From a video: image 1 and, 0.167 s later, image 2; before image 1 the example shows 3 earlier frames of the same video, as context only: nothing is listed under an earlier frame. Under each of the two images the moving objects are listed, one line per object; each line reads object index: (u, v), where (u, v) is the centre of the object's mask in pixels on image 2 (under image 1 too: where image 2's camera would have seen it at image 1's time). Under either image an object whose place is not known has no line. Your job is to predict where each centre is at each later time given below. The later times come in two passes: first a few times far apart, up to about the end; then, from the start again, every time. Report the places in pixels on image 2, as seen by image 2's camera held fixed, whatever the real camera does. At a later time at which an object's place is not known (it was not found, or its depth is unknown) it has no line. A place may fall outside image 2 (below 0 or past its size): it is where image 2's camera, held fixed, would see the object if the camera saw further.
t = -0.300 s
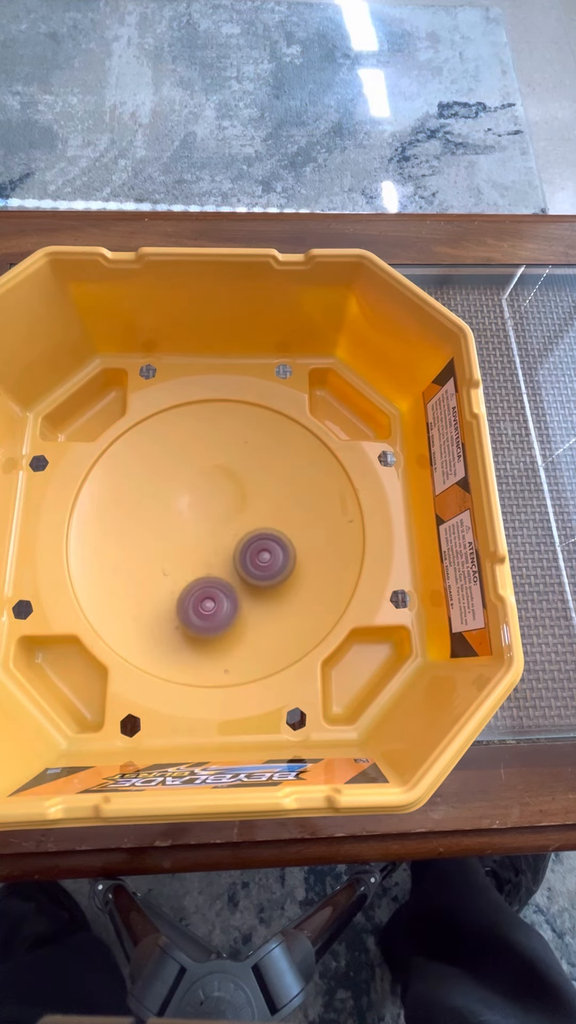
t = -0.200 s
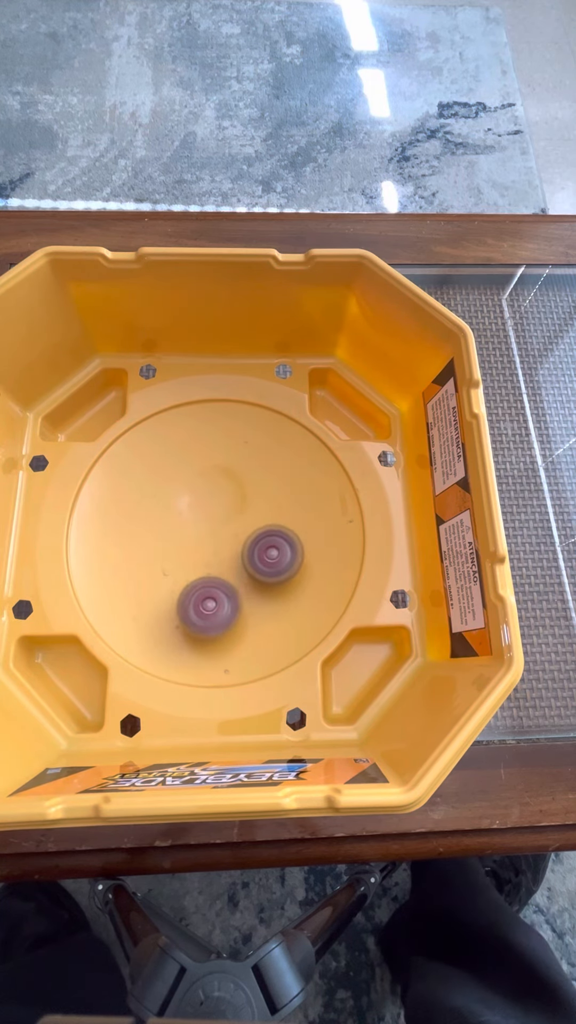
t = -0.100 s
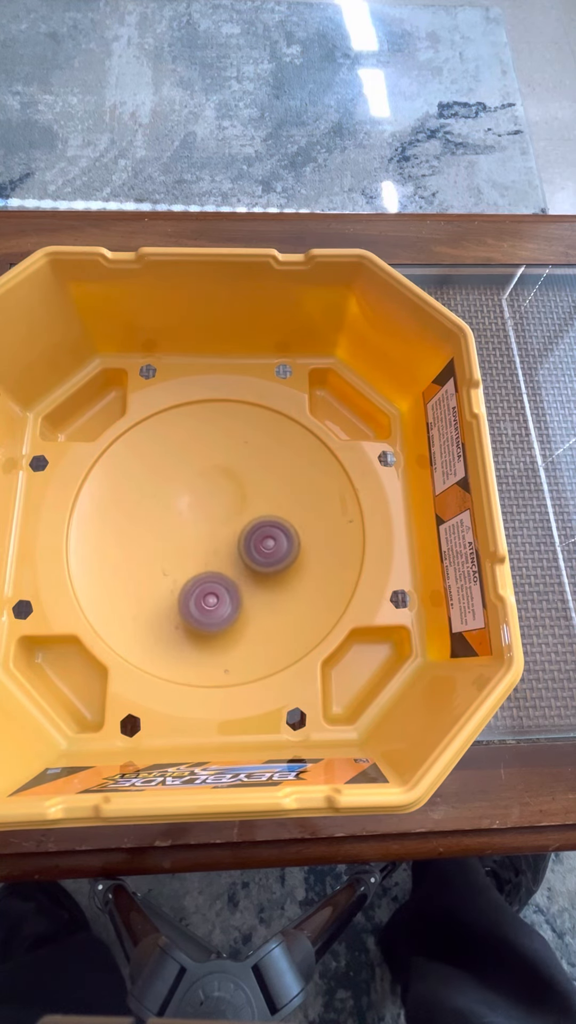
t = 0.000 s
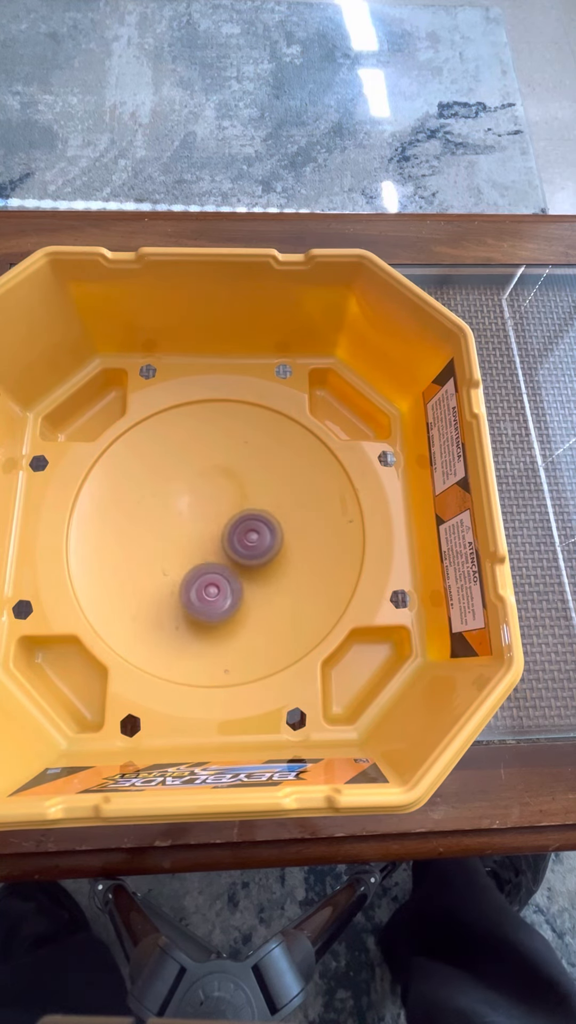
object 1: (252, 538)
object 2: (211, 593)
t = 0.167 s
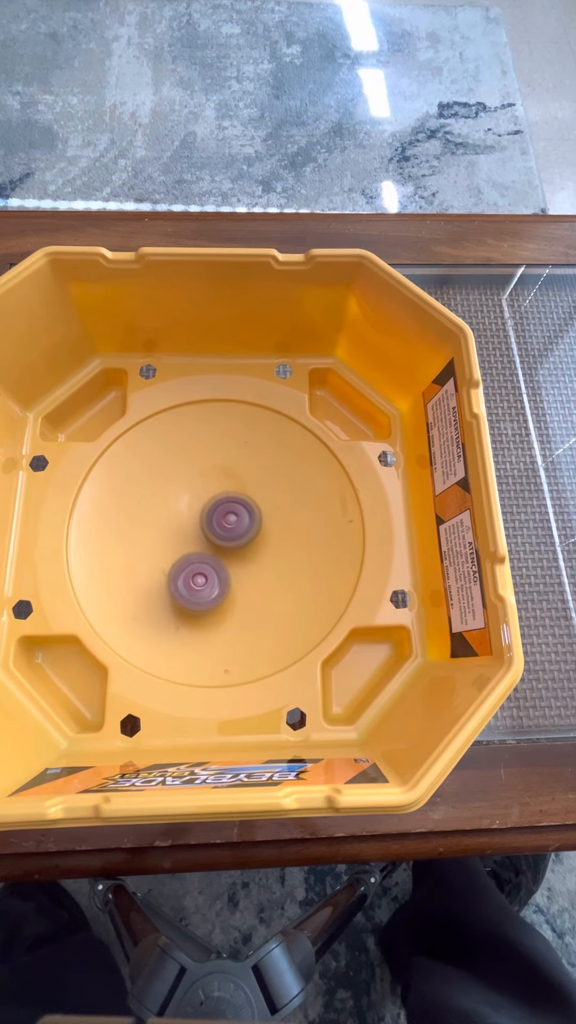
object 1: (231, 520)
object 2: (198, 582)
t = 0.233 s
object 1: (219, 516)
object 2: (197, 578)
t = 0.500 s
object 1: (182, 491)
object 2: (195, 568)
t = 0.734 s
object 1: (164, 498)
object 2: (208, 552)
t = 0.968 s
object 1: (184, 499)
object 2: (248, 554)
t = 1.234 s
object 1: (207, 495)
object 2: (287, 554)
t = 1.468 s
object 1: (232, 499)
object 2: (288, 551)
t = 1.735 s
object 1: (237, 492)
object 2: (270, 560)
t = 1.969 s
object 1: (216, 490)
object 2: (240, 565)
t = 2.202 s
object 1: (194, 494)
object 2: (195, 561)
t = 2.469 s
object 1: (196, 472)
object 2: (160, 572)
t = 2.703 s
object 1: (210, 462)
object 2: (163, 569)
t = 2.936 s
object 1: (229, 481)
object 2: (198, 540)
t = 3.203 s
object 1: (275, 494)
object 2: (185, 573)
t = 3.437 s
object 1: (278, 529)
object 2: (187, 575)
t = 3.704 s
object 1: (284, 584)
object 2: (164, 535)
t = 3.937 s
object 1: (282, 602)
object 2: (147, 490)
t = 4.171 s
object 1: (247, 587)
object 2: (181, 473)
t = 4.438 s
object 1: (170, 533)
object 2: (235, 513)
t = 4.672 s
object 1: (131, 500)
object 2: (240, 567)
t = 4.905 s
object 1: (140, 486)
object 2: (209, 604)
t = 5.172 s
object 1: (200, 499)
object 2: (181, 571)
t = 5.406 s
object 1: (277, 518)
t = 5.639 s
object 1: (308, 533)
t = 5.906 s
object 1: (300, 592)
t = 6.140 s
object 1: (243, 616)
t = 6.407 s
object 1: (157, 585)
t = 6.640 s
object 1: (110, 527)
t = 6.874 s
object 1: (116, 483)
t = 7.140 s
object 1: (190, 476)
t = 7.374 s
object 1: (254, 514)
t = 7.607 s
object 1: (281, 578)
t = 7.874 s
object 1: (252, 630)
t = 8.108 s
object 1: (188, 623)
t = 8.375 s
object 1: (162, 569)
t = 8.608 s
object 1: (197, 522)
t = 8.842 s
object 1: (244, 498)
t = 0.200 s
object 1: (224, 519)
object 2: (198, 579)
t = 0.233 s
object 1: (219, 516)
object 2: (197, 578)
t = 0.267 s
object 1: (215, 511)
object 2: (195, 577)
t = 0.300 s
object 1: (210, 508)
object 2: (195, 574)
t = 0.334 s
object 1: (205, 507)
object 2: (195, 572)
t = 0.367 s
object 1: (199, 506)
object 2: (195, 570)
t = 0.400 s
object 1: (194, 500)
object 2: (194, 572)
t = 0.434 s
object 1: (190, 496)
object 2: (194, 571)
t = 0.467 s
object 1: (186, 493)
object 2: (194, 570)
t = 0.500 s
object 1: (182, 491)
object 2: (195, 568)
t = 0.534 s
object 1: (177, 489)
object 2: (197, 567)
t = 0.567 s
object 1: (173, 489)
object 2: (198, 565)
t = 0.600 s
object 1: (170, 489)
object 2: (199, 563)
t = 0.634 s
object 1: (167, 489)
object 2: (202, 559)
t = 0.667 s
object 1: (164, 491)
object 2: (204, 557)
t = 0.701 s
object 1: (163, 494)
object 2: (206, 554)
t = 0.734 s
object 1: (164, 498)
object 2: (208, 552)
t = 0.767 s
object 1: (166, 503)
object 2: (211, 549)
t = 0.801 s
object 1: (168, 506)
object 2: (213, 547)
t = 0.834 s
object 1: (170, 505)
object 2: (218, 548)
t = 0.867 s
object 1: (174, 506)
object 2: (222, 548)
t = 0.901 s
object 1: (179, 505)
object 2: (228, 550)
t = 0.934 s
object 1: (181, 501)
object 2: (238, 553)
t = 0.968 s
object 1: (184, 499)
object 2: (248, 554)
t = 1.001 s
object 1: (186, 498)
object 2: (258, 554)
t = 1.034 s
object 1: (188, 497)
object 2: (266, 554)
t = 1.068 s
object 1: (191, 496)
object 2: (272, 555)
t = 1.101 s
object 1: (194, 495)
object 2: (277, 554)
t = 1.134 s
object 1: (197, 495)
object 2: (280, 554)
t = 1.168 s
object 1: (200, 495)
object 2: (283, 554)
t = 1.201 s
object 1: (204, 495)
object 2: (285, 554)
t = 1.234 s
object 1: (207, 495)
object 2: (287, 554)
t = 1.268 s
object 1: (210, 495)
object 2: (289, 553)
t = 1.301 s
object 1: (214, 495)
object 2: (290, 553)
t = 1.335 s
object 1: (218, 496)
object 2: (290, 553)
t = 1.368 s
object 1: (221, 497)
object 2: (290, 553)
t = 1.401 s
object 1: (225, 498)
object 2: (290, 552)
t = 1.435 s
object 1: (228, 498)
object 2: (289, 552)
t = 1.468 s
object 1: (232, 499)
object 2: (288, 551)
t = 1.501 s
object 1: (235, 500)
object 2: (286, 551)
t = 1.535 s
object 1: (238, 501)
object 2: (283, 550)
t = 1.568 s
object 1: (241, 502)
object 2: (281, 549)
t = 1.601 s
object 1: (241, 498)
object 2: (281, 555)
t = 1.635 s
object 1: (242, 495)
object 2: (279, 560)
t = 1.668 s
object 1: (241, 493)
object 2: (275, 560)
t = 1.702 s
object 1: (240, 492)
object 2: (273, 560)
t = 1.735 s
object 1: (237, 492)
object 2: (270, 560)
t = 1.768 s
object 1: (235, 493)
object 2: (268, 559)
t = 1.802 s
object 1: (232, 496)
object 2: (265, 559)
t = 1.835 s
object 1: (230, 499)
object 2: (260, 557)
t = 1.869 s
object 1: (228, 501)
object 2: (254, 556)
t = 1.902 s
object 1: (224, 495)
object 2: (250, 563)
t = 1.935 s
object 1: (220, 491)
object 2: (245, 564)
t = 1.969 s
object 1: (216, 490)
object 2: (240, 565)
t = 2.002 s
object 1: (212, 489)
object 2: (234, 565)
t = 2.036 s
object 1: (208, 489)
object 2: (228, 564)
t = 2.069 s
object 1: (204, 491)
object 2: (221, 562)
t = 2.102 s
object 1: (201, 492)
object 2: (214, 561)
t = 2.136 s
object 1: (197, 496)
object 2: (208, 559)
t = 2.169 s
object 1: (195, 497)
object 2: (201, 558)
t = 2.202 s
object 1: (194, 494)
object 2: (195, 561)
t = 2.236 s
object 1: (192, 492)
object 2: (191, 560)
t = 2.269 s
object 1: (189, 491)
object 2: (186, 559)
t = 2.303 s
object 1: (187, 491)
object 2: (181, 558)
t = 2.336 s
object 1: (185, 493)
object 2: (178, 556)
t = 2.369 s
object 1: (185, 493)
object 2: (176, 554)
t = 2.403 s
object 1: (191, 483)
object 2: (168, 566)
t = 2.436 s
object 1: (194, 477)
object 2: (163, 571)
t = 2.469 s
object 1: (196, 472)
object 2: (160, 572)
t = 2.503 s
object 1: (197, 469)
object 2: (160, 571)
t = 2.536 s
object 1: (199, 467)
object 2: (159, 573)
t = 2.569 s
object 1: (201, 465)
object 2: (159, 572)
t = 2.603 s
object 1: (203, 463)
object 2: (159, 571)
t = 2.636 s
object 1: (205, 463)
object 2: (160, 570)
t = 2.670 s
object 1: (207, 462)
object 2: (160, 569)
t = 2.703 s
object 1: (210, 462)
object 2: (163, 569)
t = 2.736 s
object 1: (213, 463)
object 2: (165, 566)
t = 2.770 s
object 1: (215, 465)
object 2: (168, 563)
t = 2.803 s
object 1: (218, 467)
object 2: (173, 560)
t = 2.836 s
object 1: (221, 470)
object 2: (178, 556)
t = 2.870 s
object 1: (223, 473)
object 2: (185, 551)
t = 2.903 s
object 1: (226, 476)
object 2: (191, 546)
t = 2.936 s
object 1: (229, 481)
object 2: (198, 540)
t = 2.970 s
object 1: (233, 484)
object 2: (203, 536)
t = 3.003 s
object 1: (243, 480)
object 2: (196, 544)
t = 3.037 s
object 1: (254, 479)
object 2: (191, 551)
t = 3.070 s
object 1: (260, 481)
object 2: (189, 556)
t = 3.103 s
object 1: (265, 484)
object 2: (188, 563)
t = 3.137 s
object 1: (269, 487)
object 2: (187, 568)
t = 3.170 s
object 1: (272, 490)
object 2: (185, 571)
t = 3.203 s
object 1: (275, 494)
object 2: (185, 573)
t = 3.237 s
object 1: (277, 498)
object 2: (185, 574)
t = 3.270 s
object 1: (278, 503)
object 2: (185, 575)
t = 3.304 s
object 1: (279, 508)
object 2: (184, 576)
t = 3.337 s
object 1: (279, 513)
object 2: (185, 576)
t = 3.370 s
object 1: (279, 518)
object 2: (185, 575)
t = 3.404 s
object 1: (279, 523)
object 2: (185, 576)
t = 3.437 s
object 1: (278, 529)
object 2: (187, 575)
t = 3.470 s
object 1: (276, 535)
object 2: (188, 573)
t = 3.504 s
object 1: (273, 541)
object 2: (189, 572)
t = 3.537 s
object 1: (270, 547)
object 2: (191, 570)
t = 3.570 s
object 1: (267, 553)
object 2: (193, 567)
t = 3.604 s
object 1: (262, 559)
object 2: (197, 564)
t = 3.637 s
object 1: (270, 569)
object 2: (185, 553)
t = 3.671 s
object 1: (280, 578)
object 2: (171, 542)
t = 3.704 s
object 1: (284, 584)
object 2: (164, 535)
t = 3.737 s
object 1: (285, 589)
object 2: (160, 529)
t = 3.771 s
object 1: (286, 592)
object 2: (154, 522)
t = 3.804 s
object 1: (287, 595)
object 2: (150, 513)
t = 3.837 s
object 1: (287, 598)
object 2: (149, 509)
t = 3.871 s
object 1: (286, 600)
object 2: (146, 502)
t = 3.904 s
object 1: (284, 602)
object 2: (146, 496)
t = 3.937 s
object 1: (282, 602)
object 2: (147, 490)
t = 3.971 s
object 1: (278, 602)
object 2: (149, 485)
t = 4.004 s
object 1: (274, 602)
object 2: (153, 481)
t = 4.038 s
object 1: (270, 600)
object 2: (156, 478)
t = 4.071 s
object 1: (265, 598)
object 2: (162, 476)
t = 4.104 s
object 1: (260, 595)
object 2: (167, 473)
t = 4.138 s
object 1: (254, 591)
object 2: (174, 473)
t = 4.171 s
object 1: (247, 587)
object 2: (181, 473)
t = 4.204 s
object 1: (239, 581)
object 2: (190, 476)
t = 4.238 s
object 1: (231, 575)
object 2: (197, 477)
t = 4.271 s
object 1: (220, 568)
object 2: (206, 482)
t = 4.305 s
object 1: (210, 561)
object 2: (213, 487)
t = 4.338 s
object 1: (200, 554)
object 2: (219, 492)
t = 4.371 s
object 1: (190, 547)
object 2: (225, 497)
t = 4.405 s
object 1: (180, 540)
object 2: (231, 505)
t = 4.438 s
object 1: (170, 533)
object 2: (235, 513)
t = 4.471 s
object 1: (161, 527)
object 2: (238, 520)
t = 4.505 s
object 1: (152, 521)
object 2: (241, 527)
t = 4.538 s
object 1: (146, 517)
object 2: (243, 536)
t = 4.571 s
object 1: (140, 512)
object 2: (244, 543)
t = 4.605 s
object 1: (135, 507)
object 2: (243, 552)
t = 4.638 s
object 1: (132, 503)
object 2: (242, 559)
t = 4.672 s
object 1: (131, 500)
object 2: (240, 567)
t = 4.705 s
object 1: (130, 497)
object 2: (237, 576)
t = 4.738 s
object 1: (129, 494)
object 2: (233, 583)
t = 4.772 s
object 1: (129, 491)
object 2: (229, 590)
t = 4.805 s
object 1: (130, 490)
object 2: (224, 595)
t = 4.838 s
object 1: (133, 488)
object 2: (219, 599)
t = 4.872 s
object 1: (136, 487)
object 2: (214, 602)
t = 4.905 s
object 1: (140, 486)
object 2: (209, 604)
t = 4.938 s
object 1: (144, 486)
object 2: (203, 604)
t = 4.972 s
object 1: (149, 486)
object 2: (199, 604)
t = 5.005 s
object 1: (154, 488)
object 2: (193, 600)
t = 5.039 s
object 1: (162, 490)
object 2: (190, 598)
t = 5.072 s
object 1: (171, 491)
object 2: (186, 592)
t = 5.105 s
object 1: (179, 493)
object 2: (184, 587)
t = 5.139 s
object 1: (189, 496)
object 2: (181, 578)
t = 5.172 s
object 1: (200, 499)
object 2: (181, 571)
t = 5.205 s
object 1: (211, 501)
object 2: (181, 563)
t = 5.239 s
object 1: (221, 505)
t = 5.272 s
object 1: (234, 508)
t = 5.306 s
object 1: (246, 511)
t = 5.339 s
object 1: (256, 513)
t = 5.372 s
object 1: (267, 516)
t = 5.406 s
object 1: (277, 518)
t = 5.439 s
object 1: (284, 520)
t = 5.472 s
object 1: (291, 523)
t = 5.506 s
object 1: (298, 525)
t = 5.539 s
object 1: (302, 527)
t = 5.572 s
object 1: (304, 529)
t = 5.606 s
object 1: (306, 531)
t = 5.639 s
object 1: (308, 533)
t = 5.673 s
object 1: (308, 536)
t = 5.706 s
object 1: (309, 540)
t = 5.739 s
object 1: (308, 546)
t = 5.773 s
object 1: (308, 558)
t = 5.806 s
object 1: (308, 566)
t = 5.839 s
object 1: (306, 576)
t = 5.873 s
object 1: (303, 584)
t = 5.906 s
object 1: (300, 592)
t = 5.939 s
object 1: (294, 597)
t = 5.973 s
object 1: (289, 603)
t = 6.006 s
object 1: (282, 607)
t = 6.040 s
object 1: (274, 611)
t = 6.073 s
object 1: (264, 613)
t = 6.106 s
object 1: (254, 615)
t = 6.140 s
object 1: (243, 616)
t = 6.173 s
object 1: (232, 616)
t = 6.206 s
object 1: (220, 614)
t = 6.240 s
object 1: (209, 612)
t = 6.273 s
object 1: (197, 608)
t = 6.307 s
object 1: (187, 604)
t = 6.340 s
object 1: (176, 598)
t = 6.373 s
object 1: (167, 592)
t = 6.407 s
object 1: (157, 585)
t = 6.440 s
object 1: (150, 578)
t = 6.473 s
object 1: (142, 569)
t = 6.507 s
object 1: (136, 559)
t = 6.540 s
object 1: (130, 550)
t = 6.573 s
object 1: (124, 542)
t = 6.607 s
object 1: (116, 535)
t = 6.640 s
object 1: (110, 527)
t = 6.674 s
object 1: (107, 518)
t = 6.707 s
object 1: (105, 510)
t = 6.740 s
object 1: (103, 503)
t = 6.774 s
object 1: (106, 497)
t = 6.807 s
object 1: (107, 492)
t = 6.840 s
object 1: (110, 487)
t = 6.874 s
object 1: (116, 483)
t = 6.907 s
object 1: (122, 480)
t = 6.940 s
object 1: (130, 476)
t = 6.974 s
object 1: (139, 474)
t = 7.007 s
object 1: (149, 473)
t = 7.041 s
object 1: (159, 473)
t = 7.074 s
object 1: (170, 473)
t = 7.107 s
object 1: (181, 474)
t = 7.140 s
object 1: (190, 476)
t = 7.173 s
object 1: (202, 479)
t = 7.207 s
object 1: (211, 483)
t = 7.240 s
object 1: (219, 488)
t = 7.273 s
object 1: (230, 493)
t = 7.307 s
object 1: (238, 500)
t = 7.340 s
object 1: (246, 506)
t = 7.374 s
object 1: (254, 514)
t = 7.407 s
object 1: (260, 522)
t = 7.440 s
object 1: (266, 530)
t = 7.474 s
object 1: (271, 540)
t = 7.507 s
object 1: (275, 549)
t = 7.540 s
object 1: (278, 558)
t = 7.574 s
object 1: (281, 569)
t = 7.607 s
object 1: (281, 578)
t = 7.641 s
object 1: (281, 587)
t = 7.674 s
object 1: (280, 597)
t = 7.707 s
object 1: (278, 606)
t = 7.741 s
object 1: (274, 614)
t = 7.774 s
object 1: (270, 620)
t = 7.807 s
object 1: (264, 625)
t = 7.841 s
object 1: (258, 629)
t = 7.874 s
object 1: (252, 630)
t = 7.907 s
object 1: (245, 631)
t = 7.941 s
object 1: (237, 631)
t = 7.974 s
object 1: (230, 628)
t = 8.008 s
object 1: (221, 625)
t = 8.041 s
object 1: (207, 626)
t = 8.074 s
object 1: (195, 626)
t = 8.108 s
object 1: (188, 623)
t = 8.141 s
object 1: (181, 620)
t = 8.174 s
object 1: (173, 615)
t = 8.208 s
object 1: (168, 608)
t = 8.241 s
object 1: (164, 601)
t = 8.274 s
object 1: (161, 595)
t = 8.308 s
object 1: (160, 584)
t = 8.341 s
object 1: (160, 576)
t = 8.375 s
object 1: (162, 569)
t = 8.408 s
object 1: (164, 560)
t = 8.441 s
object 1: (168, 552)
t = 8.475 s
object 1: (174, 544)
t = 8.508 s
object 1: (181, 539)
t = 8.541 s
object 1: (188, 534)
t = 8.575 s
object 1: (193, 530)
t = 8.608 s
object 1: (197, 522)
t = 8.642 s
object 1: (205, 517)
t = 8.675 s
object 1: (211, 513)
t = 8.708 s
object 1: (220, 507)
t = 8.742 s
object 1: (229, 502)
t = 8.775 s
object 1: (237, 498)
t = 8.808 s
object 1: (242, 498)
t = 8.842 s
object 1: (244, 498)
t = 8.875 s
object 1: (246, 497)
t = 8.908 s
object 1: (251, 496)
